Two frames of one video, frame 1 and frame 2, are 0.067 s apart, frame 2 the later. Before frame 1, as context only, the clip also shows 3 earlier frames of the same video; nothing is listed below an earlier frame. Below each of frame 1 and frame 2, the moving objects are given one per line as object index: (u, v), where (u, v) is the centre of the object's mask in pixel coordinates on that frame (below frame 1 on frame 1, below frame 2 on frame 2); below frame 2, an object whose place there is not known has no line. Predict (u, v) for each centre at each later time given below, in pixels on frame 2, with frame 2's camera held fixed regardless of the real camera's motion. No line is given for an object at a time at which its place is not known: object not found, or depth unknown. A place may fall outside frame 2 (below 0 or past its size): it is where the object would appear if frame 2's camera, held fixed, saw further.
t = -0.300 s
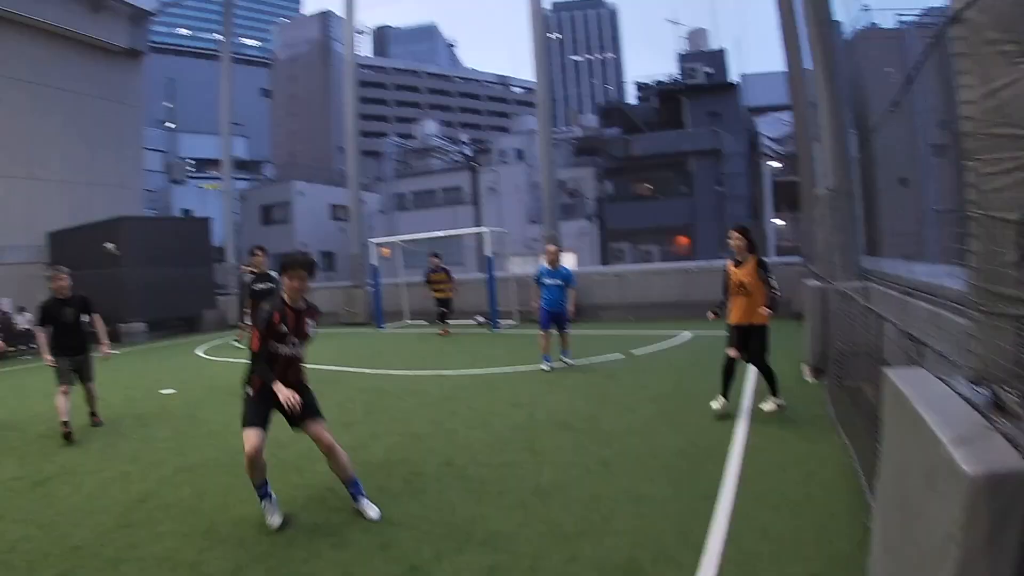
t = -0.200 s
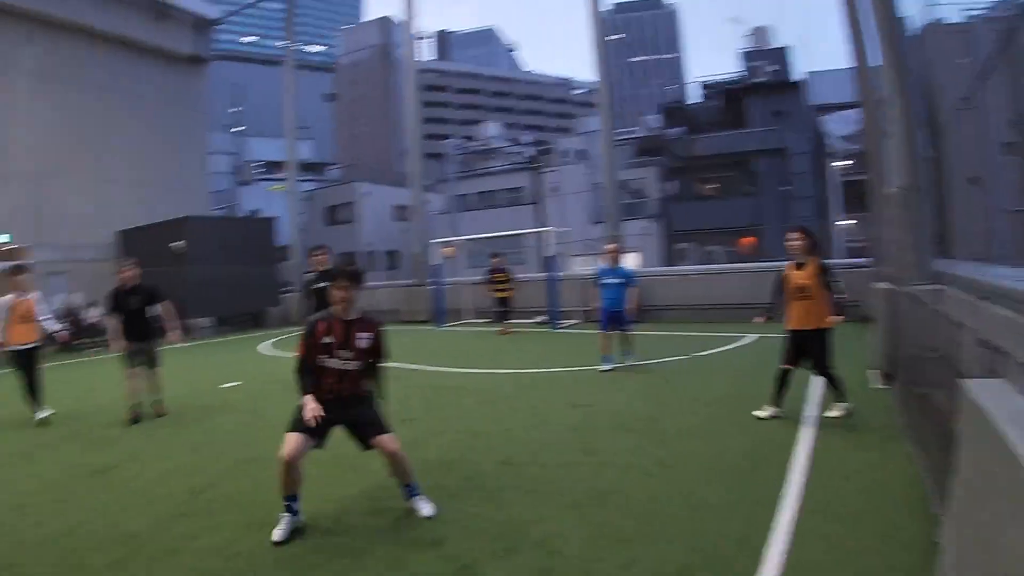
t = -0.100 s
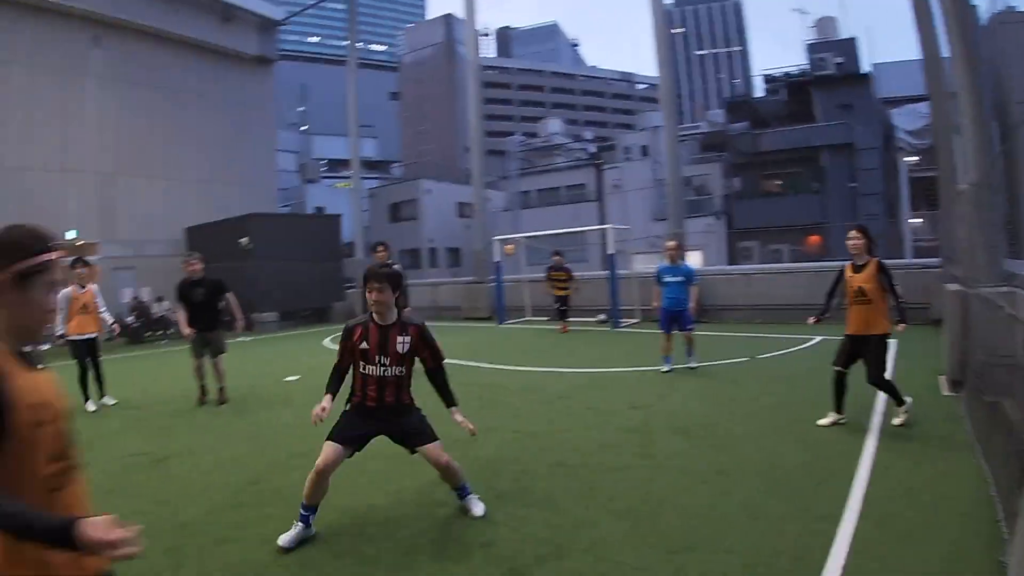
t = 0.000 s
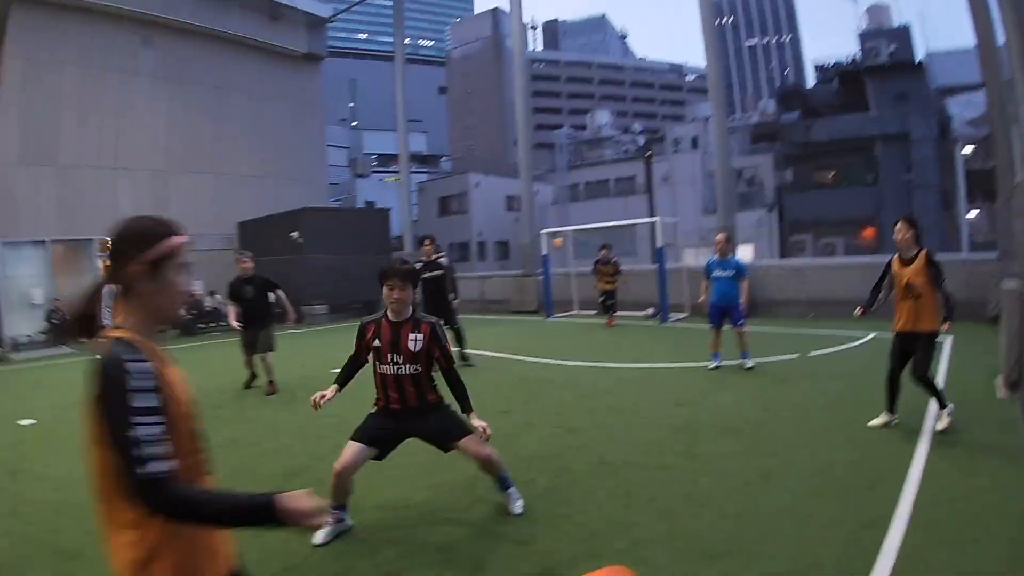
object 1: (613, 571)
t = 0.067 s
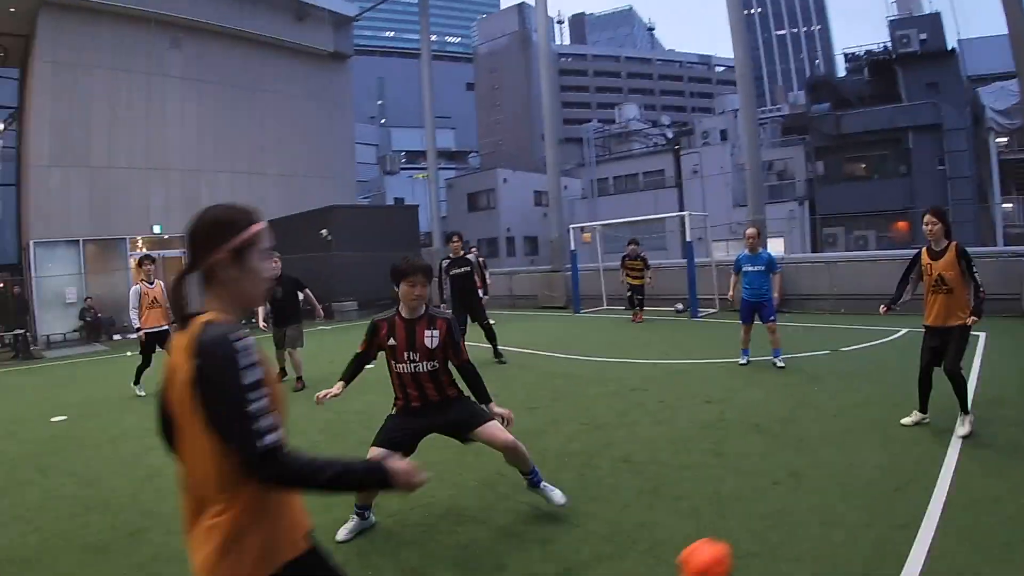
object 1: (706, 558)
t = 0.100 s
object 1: (735, 545)
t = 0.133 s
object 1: (760, 529)
